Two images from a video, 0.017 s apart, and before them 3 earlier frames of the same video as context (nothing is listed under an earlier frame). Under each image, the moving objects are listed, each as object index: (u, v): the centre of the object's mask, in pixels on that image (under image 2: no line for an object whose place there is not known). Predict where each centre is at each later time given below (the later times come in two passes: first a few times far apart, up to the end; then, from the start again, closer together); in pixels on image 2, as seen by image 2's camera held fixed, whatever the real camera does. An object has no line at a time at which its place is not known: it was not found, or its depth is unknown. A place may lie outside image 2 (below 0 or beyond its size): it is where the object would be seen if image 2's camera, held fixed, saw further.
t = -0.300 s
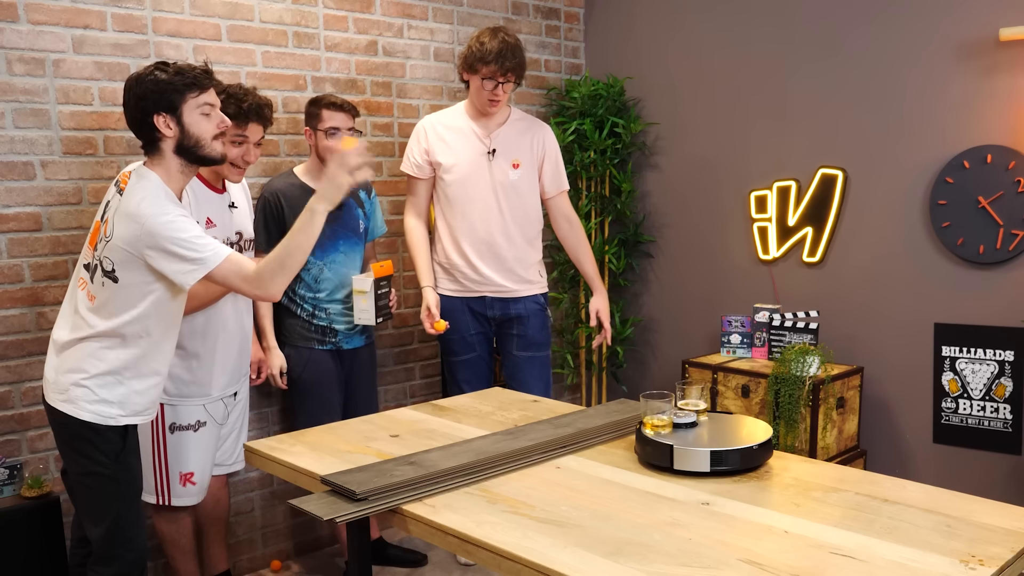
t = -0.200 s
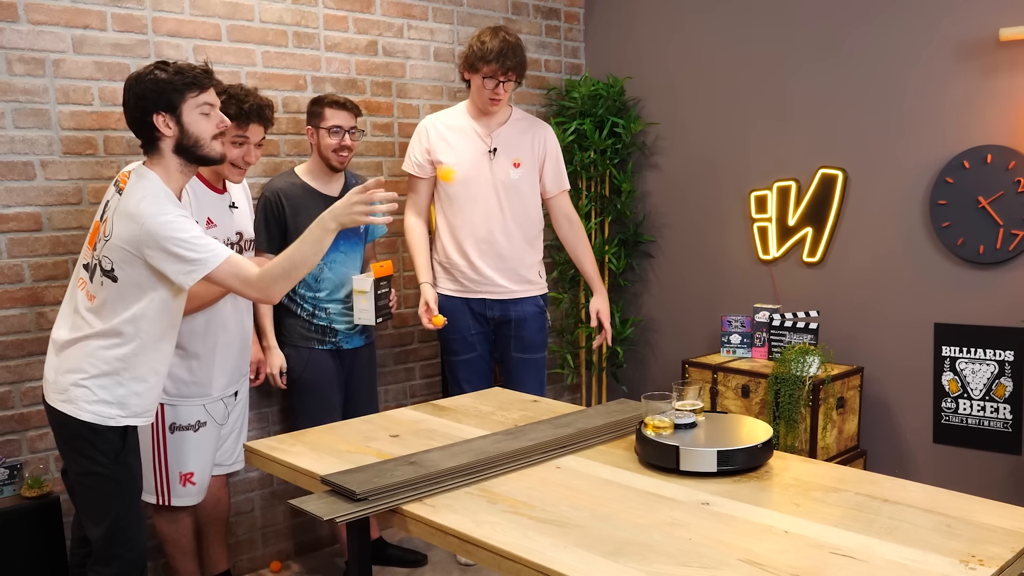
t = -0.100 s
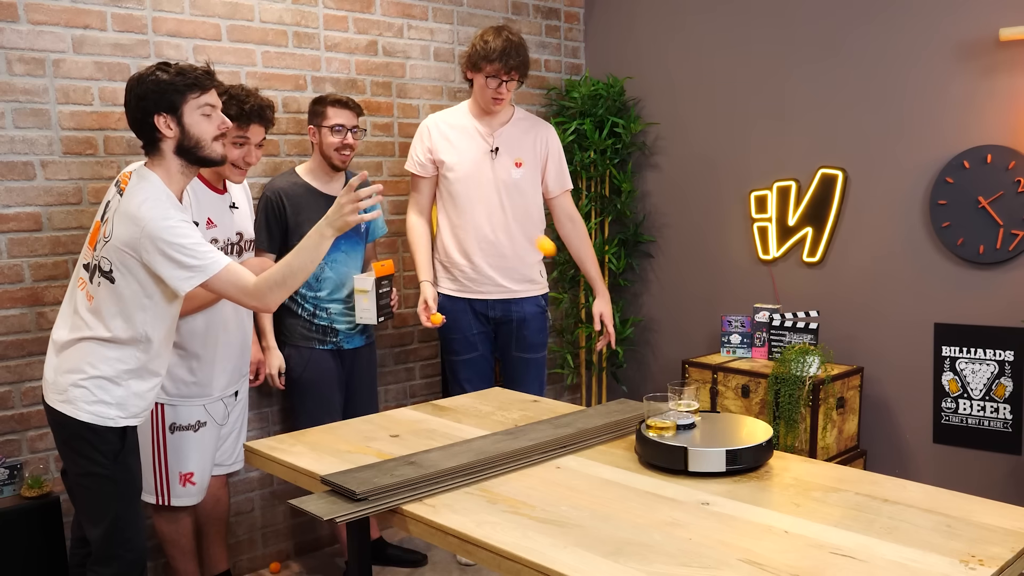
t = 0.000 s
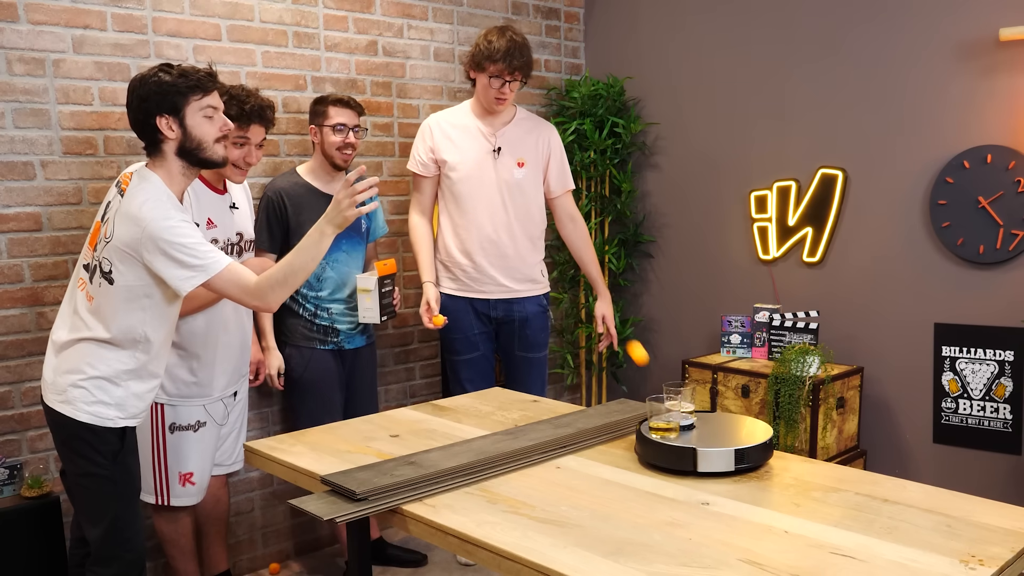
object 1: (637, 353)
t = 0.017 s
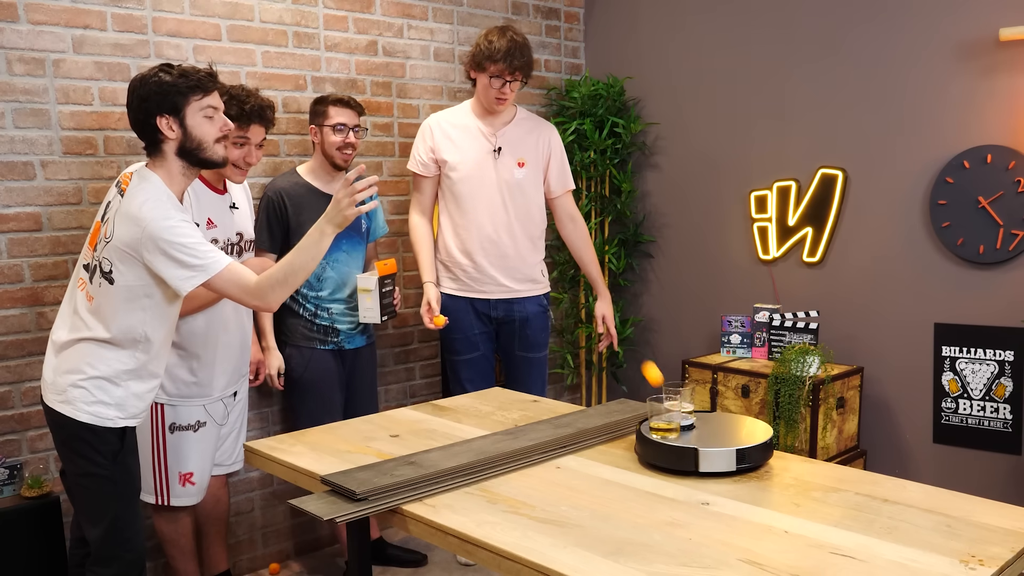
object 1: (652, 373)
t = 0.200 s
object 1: (756, 301)
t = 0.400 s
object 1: (856, 300)
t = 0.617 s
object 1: (946, 473)
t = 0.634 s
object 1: (951, 486)
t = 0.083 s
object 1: (696, 373)
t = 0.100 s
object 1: (705, 360)
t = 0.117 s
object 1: (713, 347)
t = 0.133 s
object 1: (721, 336)
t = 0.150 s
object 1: (730, 326)
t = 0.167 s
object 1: (739, 316)
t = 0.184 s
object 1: (748, 308)
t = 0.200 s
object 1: (756, 301)
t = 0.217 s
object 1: (765, 294)
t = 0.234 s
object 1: (773, 290)
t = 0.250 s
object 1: (782, 286)
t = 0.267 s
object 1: (790, 283)
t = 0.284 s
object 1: (799, 281)
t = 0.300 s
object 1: (807, 281)
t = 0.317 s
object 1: (815, 281)
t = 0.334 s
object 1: (824, 283)
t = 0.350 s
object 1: (832, 285)
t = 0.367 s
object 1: (840, 289)
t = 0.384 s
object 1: (848, 294)
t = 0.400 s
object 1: (856, 300)
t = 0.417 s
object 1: (864, 307)
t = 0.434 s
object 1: (872, 316)
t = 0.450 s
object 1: (879, 325)
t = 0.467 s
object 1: (887, 335)
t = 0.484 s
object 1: (894, 347)
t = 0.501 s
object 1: (901, 359)
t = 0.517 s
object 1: (908, 373)
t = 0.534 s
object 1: (915, 387)
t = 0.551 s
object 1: (922, 402)
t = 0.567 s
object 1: (928, 419)
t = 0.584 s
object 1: (934, 436)
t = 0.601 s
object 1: (940, 454)
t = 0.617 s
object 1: (946, 473)
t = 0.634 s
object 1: (951, 486)
